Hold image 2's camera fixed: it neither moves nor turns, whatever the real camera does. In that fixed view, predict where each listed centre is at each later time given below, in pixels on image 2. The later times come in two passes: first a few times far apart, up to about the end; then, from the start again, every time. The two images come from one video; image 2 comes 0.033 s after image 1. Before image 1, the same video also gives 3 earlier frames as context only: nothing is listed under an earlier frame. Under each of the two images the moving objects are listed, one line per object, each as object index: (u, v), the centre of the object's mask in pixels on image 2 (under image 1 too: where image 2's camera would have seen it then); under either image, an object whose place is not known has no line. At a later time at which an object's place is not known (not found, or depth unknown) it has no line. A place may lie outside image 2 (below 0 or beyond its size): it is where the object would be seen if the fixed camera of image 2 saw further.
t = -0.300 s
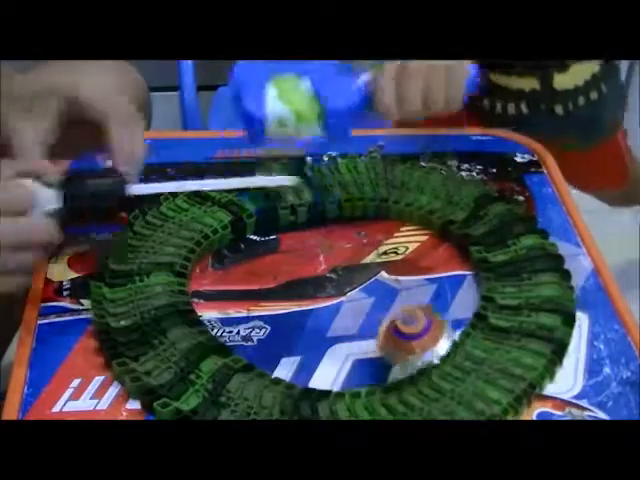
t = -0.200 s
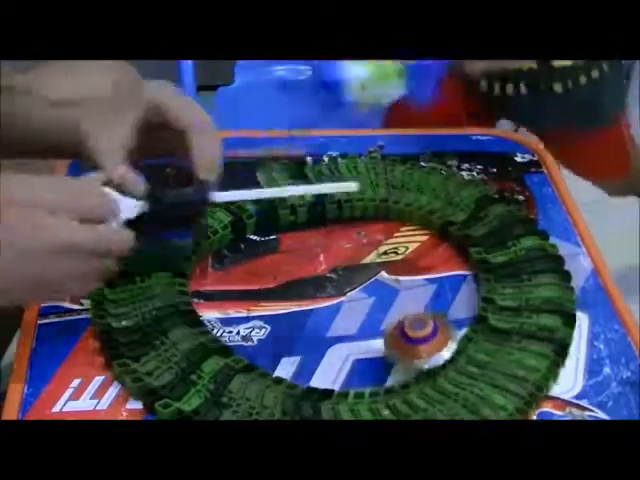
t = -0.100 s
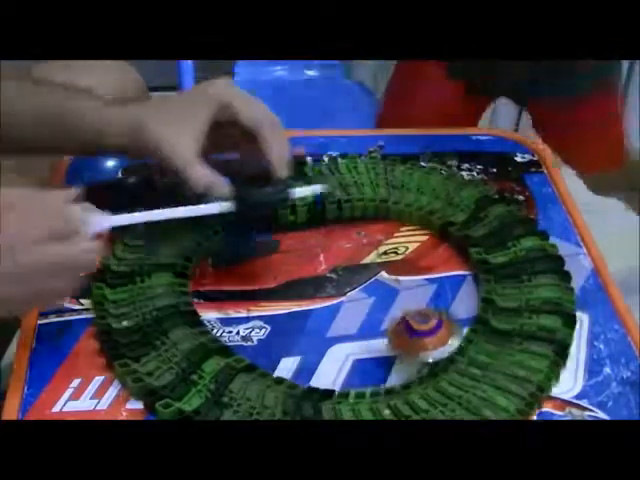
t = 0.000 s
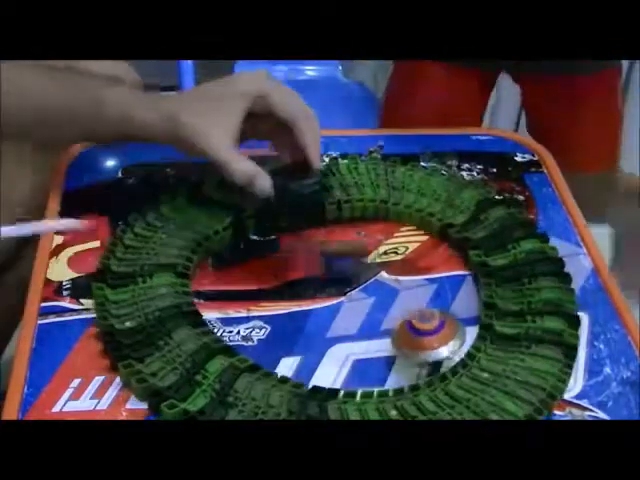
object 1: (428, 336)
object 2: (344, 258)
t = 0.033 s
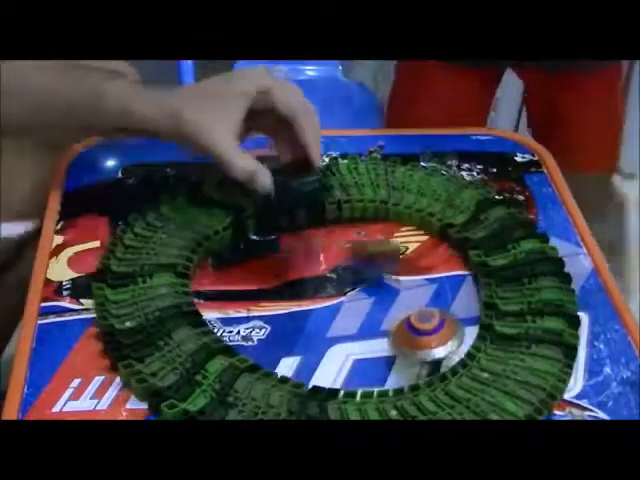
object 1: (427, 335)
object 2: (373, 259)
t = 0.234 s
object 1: (411, 348)
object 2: (444, 271)
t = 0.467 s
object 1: (380, 363)
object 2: (356, 264)
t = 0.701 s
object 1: (331, 352)
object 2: (289, 237)
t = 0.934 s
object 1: (279, 331)
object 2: (267, 232)
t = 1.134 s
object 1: (235, 309)
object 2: (272, 232)
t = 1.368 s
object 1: (226, 281)
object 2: (314, 246)
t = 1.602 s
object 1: (237, 253)
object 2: (359, 256)
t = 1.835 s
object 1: (254, 231)
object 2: (387, 265)
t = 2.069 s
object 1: (279, 217)
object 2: (408, 278)
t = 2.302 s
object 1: (312, 217)
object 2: (410, 294)
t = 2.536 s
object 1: (341, 217)
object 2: (396, 308)
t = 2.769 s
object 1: (377, 217)
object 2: (372, 315)
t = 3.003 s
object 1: (408, 223)
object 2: (346, 311)
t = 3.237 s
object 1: (433, 235)
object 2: (326, 291)
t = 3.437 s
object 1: (439, 238)
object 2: (309, 273)
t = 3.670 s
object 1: (428, 248)
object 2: (305, 247)
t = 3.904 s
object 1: (402, 263)
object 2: (309, 232)
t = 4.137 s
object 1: (365, 272)
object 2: (321, 222)
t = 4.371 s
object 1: (318, 284)
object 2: (341, 219)
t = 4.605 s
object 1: (299, 298)
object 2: (358, 226)
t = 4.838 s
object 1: (291, 302)
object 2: (365, 240)
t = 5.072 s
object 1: (295, 295)
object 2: (357, 261)
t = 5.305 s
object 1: (254, 290)
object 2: (456, 254)
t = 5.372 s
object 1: (233, 291)
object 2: (456, 253)
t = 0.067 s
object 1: (426, 335)
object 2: (405, 256)
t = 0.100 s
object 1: (426, 338)
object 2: (434, 260)
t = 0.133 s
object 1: (426, 344)
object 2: (450, 261)
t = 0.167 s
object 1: (425, 348)
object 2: (453, 264)
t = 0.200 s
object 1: (417, 348)
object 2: (451, 270)
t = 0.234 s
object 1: (411, 348)
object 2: (444, 271)
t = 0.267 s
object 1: (407, 350)
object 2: (436, 276)
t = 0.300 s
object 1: (403, 352)
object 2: (421, 277)
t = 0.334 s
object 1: (398, 356)
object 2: (406, 277)
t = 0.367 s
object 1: (395, 362)
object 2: (392, 275)
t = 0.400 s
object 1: (391, 364)
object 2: (381, 271)
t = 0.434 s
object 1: (387, 364)
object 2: (368, 268)
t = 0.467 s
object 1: (380, 363)
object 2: (356, 264)
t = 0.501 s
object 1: (373, 362)
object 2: (347, 261)
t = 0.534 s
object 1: (366, 361)
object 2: (334, 258)
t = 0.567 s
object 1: (359, 361)
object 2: (325, 253)
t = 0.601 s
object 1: (351, 359)
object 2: (314, 249)
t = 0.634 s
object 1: (344, 357)
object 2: (305, 245)
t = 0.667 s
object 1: (338, 354)
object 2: (297, 241)
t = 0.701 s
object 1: (331, 352)
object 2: (289, 237)
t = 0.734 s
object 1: (324, 349)
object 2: (283, 235)
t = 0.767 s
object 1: (318, 346)
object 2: (278, 232)
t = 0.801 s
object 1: (311, 344)
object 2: (275, 231)
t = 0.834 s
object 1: (305, 340)
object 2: (275, 231)
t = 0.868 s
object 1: (297, 338)
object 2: (268, 232)
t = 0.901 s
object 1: (286, 335)
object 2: (268, 232)
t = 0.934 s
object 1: (279, 331)
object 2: (267, 232)
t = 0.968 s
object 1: (272, 328)
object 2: (266, 232)
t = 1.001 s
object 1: (264, 323)
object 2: (266, 229)
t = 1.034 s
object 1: (255, 319)
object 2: (265, 230)
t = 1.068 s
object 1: (248, 316)
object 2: (267, 229)
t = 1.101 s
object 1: (241, 313)
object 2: (270, 230)
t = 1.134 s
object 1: (235, 309)
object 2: (272, 232)
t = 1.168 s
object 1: (230, 304)
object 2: (277, 234)
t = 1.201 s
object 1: (226, 300)
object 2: (286, 235)
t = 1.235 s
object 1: (223, 295)
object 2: (289, 235)
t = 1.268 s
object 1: (223, 292)
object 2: (296, 238)
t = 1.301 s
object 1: (225, 287)
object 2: (301, 242)
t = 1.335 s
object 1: (225, 284)
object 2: (308, 243)
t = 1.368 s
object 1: (226, 281)
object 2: (314, 246)
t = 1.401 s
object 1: (226, 278)
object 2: (323, 247)
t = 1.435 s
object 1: (227, 274)
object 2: (329, 250)
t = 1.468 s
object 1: (229, 270)
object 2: (334, 250)
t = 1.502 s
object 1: (231, 265)
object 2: (343, 254)
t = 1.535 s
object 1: (232, 261)
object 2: (349, 254)
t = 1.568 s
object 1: (235, 257)
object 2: (354, 255)
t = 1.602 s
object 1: (237, 253)
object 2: (359, 256)
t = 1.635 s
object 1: (238, 250)
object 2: (362, 257)
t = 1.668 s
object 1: (241, 246)
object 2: (365, 257)
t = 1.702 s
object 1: (242, 243)
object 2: (372, 259)
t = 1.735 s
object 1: (245, 240)
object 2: (375, 260)
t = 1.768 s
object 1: (248, 237)
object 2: (377, 260)
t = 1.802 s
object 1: (251, 233)
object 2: (384, 263)
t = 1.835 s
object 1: (254, 231)
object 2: (387, 265)
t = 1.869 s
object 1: (256, 227)
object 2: (390, 266)
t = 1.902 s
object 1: (259, 225)
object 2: (394, 269)
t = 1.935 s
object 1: (262, 222)
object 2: (398, 270)
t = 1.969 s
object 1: (266, 220)
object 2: (399, 273)
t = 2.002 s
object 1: (269, 217)
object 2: (402, 274)
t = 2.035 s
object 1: (274, 217)
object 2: (407, 276)
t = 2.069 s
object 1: (279, 217)
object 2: (408, 278)
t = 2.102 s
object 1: (285, 217)
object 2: (408, 281)
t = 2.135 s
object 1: (289, 217)
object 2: (408, 282)
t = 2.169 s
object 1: (294, 217)
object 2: (408, 284)
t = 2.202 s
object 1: (299, 217)
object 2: (408, 286)
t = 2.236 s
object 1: (303, 217)
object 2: (408, 287)
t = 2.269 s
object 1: (308, 217)
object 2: (409, 293)
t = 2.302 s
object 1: (312, 217)
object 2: (410, 294)
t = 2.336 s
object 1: (317, 218)
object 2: (408, 297)
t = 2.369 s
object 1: (321, 217)
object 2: (408, 299)
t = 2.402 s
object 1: (325, 217)
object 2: (407, 300)
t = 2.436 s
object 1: (329, 218)
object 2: (406, 303)
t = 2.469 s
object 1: (333, 217)
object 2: (402, 305)
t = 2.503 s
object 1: (337, 217)
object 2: (398, 309)
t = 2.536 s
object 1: (341, 217)
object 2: (396, 308)
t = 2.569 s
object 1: (347, 217)
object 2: (393, 312)
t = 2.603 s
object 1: (351, 217)
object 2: (390, 313)
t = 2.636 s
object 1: (357, 217)
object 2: (387, 313)
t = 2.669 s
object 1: (361, 217)
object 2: (383, 314)
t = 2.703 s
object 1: (367, 216)
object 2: (379, 314)
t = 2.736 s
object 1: (373, 217)
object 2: (376, 314)
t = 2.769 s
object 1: (377, 217)
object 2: (372, 315)
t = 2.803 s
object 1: (382, 217)
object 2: (367, 315)
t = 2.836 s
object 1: (385, 218)
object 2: (364, 314)
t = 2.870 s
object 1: (391, 219)
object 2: (359, 313)
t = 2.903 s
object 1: (395, 220)
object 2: (356, 313)
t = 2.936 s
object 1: (399, 221)
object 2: (354, 313)
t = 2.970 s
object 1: (404, 222)
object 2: (351, 311)
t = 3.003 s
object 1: (408, 223)
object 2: (346, 311)
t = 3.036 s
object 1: (412, 225)
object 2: (341, 305)
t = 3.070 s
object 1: (416, 227)
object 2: (339, 306)
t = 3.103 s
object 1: (420, 228)
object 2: (336, 303)
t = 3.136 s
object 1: (424, 230)
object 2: (332, 297)
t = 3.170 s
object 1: (426, 231)
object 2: (330, 296)
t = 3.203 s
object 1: (431, 234)
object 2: (327, 292)
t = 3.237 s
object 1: (433, 235)
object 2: (326, 291)
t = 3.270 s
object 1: (436, 236)
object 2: (323, 287)
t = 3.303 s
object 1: (437, 236)
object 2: (320, 284)
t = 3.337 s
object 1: (439, 237)
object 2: (318, 280)
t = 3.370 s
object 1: (439, 237)
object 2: (315, 279)
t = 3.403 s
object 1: (439, 238)
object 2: (312, 276)
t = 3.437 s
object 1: (439, 238)
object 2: (309, 273)
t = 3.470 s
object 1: (439, 239)
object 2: (310, 273)
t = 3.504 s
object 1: (438, 240)
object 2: (308, 269)
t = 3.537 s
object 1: (437, 241)
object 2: (303, 265)
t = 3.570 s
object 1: (435, 242)
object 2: (303, 263)
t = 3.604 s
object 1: (432, 244)
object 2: (304, 259)
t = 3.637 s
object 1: (430, 246)
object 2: (306, 253)
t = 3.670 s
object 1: (428, 248)
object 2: (305, 247)
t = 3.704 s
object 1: (424, 251)
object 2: (306, 246)
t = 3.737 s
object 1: (422, 253)
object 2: (306, 244)
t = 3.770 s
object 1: (417, 256)
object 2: (307, 241)
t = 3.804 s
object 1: (414, 257)
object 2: (307, 238)
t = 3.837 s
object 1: (409, 260)
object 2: (307, 236)
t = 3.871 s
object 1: (406, 262)
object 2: (307, 234)
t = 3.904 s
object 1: (402, 263)
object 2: (309, 232)
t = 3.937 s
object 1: (396, 266)
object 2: (310, 231)
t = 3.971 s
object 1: (391, 267)
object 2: (313, 230)
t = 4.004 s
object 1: (388, 269)
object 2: (313, 228)
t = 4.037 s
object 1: (383, 269)
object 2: (314, 227)
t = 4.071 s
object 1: (378, 270)
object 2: (315, 225)
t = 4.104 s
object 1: (370, 272)
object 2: (319, 224)
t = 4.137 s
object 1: (365, 272)
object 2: (321, 222)
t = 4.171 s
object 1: (359, 274)
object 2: (325, 221)
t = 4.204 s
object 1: (351, 275)
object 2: (327, 220)
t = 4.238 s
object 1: (344, 276)
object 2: (330, 220)
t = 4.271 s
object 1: (336, 278)
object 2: (331, 220)
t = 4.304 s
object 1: (330, 279)
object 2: (334, 219)
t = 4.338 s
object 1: (323, 282)
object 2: (338, 219)
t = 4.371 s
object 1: (318, 284)
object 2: (341, 219)
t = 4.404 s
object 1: (312, 286)
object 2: (344, 218)
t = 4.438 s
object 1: (309, 289)
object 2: (347, 219)
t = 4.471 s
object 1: (306, 291)
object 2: (349, 220)
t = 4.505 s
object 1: (304, 293)
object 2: (350, 220)
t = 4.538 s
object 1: (302, 296)
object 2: (355, 223)
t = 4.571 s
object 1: (301, 297)
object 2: (357, 224)
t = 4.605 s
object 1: (299, 298)
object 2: (358, 226)
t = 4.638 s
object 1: (296, 300)
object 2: (359, 227)
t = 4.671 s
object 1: (295, 301)
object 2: (360, 227)
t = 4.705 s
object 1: (293, 302)
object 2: (363, 230)
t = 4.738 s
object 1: (293, 302)
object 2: (364, 231)
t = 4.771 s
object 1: (292, 303)
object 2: (365, 234)
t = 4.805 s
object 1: (292, 303)
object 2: (365, 238)
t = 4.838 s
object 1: (291, 302)
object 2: (365, 240)
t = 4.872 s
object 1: (291, 302)
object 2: (364, 243)
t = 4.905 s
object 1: (290, 301)
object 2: (364, 246)
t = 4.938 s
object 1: (290, 300)
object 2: (363, 250)
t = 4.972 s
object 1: (290, 299)
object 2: (362, 252)
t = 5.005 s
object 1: (291, 298)
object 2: (360, 254)
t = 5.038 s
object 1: (292, 297)
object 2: (358, 257)
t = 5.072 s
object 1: (295, 295)
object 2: (357, 261)
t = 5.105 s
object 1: (297, 293)
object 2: (354, 264)
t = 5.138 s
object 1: (300, 291)
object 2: (352, 267)
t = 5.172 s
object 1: (299, 288)
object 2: (357, 270)
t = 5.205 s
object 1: (286, 289)
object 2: (387, 265)
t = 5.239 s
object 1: (275, 289)
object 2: (415, 259)
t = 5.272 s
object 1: (265, 289)
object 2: (438, 257)
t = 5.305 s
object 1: (254, 290)
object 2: (456, 254)
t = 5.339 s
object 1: (243, 291)
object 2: (458, 254)
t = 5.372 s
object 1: (233, 291)
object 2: (456, 253)
